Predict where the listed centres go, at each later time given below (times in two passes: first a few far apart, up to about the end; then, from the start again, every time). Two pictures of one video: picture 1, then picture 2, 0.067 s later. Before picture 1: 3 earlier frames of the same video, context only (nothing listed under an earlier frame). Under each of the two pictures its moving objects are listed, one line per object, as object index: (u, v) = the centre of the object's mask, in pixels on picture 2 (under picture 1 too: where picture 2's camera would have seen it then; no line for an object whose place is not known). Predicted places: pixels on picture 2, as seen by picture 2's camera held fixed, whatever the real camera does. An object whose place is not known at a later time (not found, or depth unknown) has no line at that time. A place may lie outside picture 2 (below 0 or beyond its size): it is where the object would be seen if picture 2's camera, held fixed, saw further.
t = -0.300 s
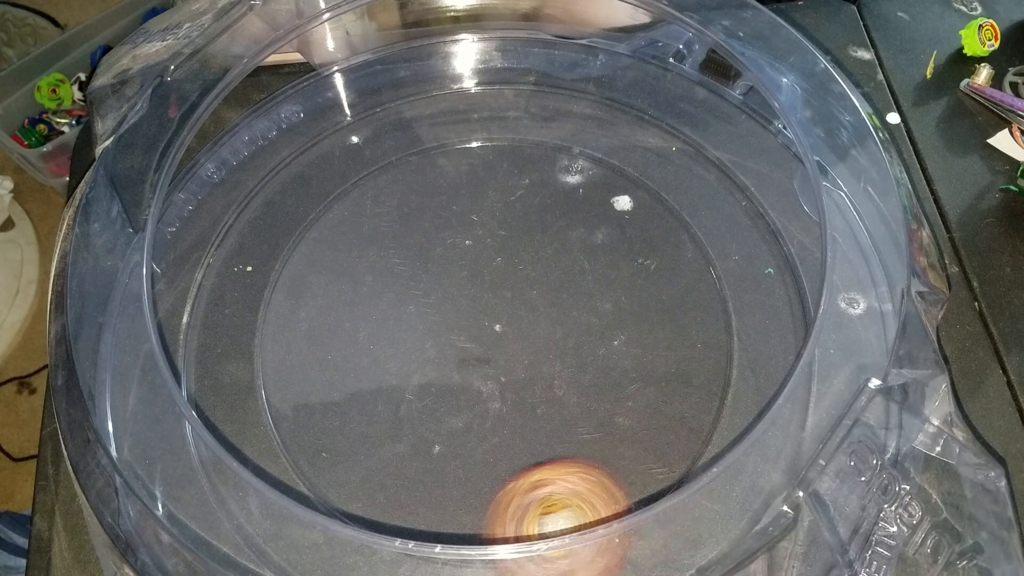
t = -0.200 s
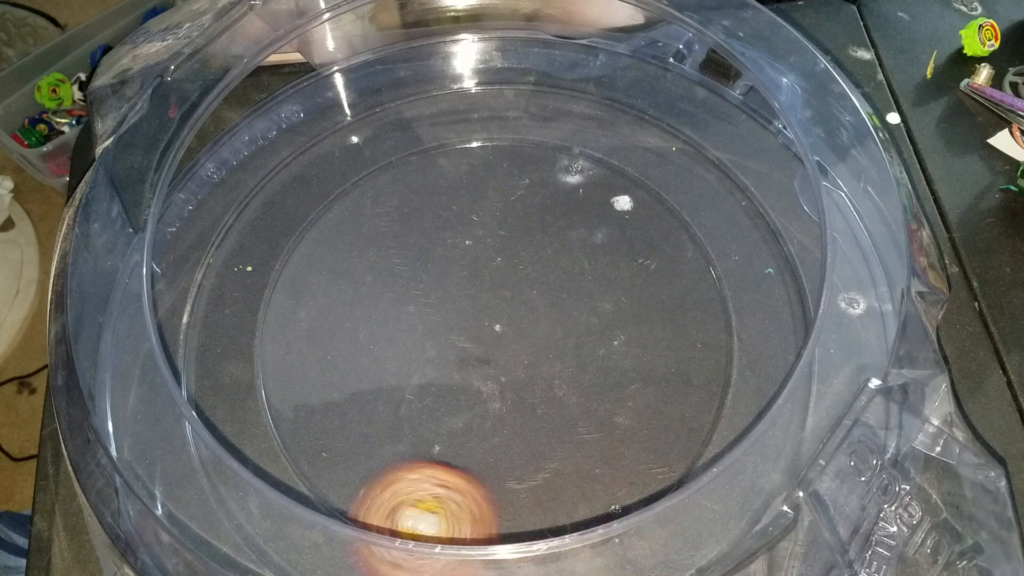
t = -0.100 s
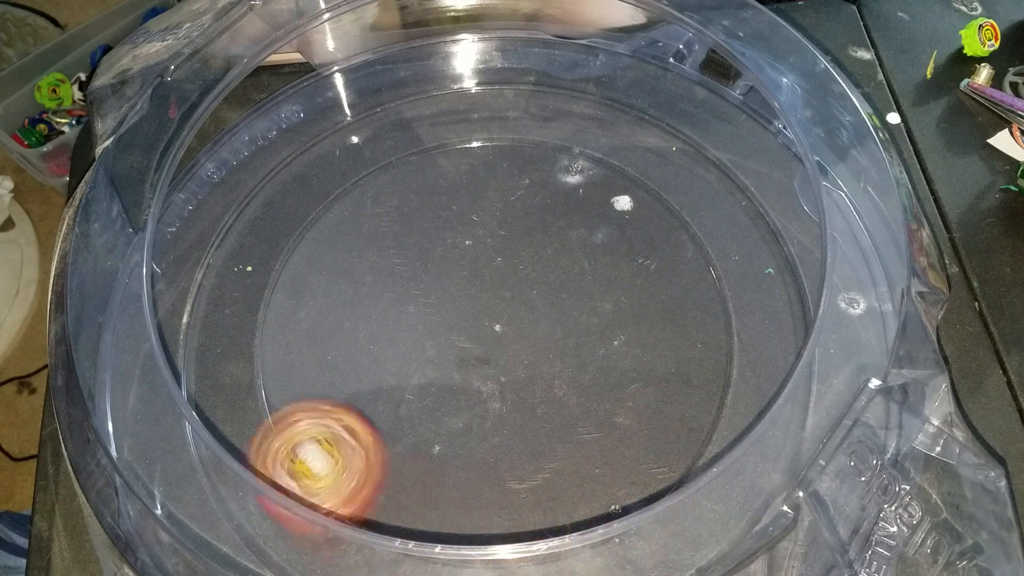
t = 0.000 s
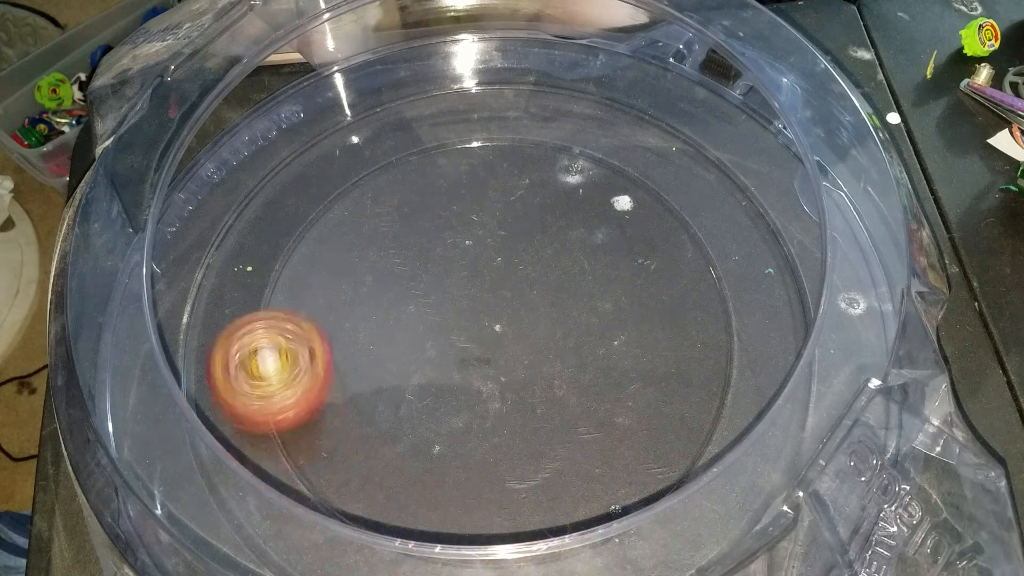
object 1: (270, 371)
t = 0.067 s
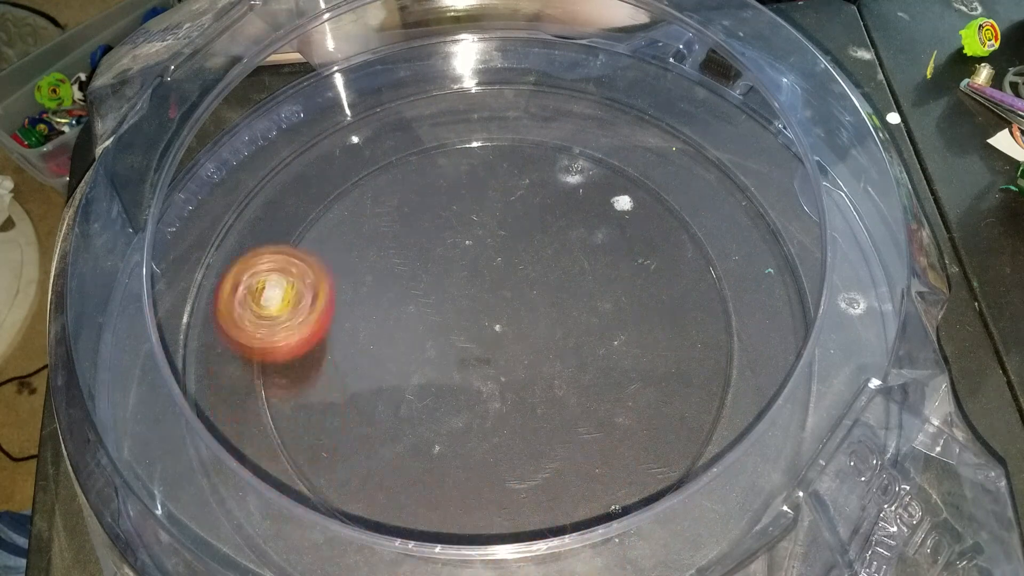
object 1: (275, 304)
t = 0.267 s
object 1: (414, 168)
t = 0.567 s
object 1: (683, 274)
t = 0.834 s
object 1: (555, 490)
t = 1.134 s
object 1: (291, 364)
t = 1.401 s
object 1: (418, 171)
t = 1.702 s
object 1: (661, 278)
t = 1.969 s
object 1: (510, 484)
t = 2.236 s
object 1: (298, 354)
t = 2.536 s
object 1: (458, 181)
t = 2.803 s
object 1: (647, 322)
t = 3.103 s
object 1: (435, 477)
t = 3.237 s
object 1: (334, 403)
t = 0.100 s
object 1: (287, 273)
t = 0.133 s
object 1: (304, 244)
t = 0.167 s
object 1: (326, 219)
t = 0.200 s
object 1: (353, 197)
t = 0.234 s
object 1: (382, 180)
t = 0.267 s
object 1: (414, 168)
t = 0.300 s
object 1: (448, 160)
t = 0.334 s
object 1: (483, 157)
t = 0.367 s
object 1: (518, 159)
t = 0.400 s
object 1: (555, 166)
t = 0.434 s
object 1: (587, 178)
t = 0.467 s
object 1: (618, 195)
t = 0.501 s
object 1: (644, 217)
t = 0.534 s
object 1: (667, 244)
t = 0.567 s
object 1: (683, 274)
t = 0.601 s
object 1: (694, 307)
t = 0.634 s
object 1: (697, 342)
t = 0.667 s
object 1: (692, 378)
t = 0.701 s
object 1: (678, 410)
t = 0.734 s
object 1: (655, 437)
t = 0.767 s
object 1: (627, 459)
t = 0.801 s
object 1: (592, 478)
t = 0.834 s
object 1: (555, 490)
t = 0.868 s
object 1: (515, 498)
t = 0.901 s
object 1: (475, 499)
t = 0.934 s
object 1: (436, 494)
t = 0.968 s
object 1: (398, 485)
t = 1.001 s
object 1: (365, 471)
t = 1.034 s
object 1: (337, 452)
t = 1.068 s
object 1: (314, 424)
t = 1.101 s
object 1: (300, 395)
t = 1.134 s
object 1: (291, 364)
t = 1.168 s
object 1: (290, 332)
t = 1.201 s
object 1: (294, 301)
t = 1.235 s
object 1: (304, 272)
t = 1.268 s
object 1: (319, 245)
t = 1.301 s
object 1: (339, 221)
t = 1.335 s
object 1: (363, 200)
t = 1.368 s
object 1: (389, 184)
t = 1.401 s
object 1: (418, 171)
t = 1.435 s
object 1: (449, 164)
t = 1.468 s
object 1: (480, 161)
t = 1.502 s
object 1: (513, 163)
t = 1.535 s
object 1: (546, 171)
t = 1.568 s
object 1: (576, 183)
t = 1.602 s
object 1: (605, 200)
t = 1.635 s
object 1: (629, 222)
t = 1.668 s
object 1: (647, 249)
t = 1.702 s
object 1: (661, 278)
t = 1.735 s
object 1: (668, 311)
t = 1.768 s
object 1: (668, 345)
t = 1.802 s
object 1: (659, 379)
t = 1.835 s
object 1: (642, 411)
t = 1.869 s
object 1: (617, 439)
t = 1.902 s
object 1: (587, 460)
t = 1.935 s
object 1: (549, 475)
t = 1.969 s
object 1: (510, 484)
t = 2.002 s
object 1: (472, 485)
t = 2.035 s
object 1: (433, 482)
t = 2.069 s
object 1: (397, 472)
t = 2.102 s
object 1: (366, 456)
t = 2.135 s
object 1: (340, 434)
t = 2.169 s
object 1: (320, 409)
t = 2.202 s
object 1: (306, 383)
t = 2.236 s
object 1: (298, 354)
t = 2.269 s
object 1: (297, 325)
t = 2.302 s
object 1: (302, 297)
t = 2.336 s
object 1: (312, 270)
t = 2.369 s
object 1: (327, 246)
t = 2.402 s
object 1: (347, 225)
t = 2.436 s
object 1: (371, 207)
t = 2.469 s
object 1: (398, 194)
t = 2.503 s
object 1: (427, 185)
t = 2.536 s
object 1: (458, 181)
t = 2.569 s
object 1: (491, 182)
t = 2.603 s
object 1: (522, 188)
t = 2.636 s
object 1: (553, 198)
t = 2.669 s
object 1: (582, 214)
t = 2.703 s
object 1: (606, 236)
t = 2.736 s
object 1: (626, 262)
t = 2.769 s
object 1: (640, 291)
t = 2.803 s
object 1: (647, 322)
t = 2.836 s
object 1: (647, 354)
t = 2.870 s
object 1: (640, 386)
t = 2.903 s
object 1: (624, 415)
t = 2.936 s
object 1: (601, 440)
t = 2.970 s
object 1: (573, 460)
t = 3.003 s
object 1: (539, 474)
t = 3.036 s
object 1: (505, 481)
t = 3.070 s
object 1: (468, 482)
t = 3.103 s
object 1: (435, 477)
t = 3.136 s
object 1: (401, 466)
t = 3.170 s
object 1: (372, 451)
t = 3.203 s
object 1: (351, 429)
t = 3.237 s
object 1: (334, 403)
